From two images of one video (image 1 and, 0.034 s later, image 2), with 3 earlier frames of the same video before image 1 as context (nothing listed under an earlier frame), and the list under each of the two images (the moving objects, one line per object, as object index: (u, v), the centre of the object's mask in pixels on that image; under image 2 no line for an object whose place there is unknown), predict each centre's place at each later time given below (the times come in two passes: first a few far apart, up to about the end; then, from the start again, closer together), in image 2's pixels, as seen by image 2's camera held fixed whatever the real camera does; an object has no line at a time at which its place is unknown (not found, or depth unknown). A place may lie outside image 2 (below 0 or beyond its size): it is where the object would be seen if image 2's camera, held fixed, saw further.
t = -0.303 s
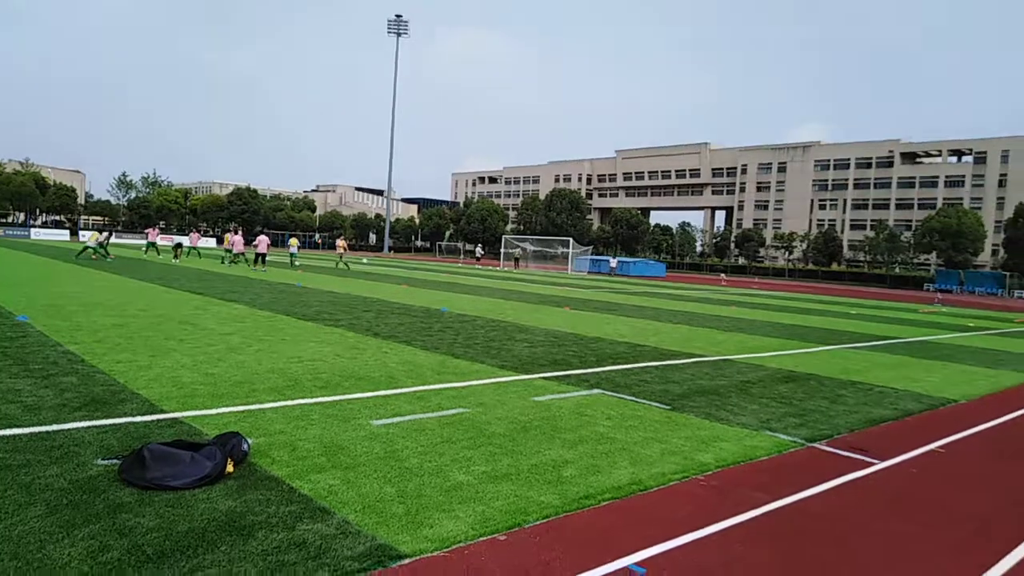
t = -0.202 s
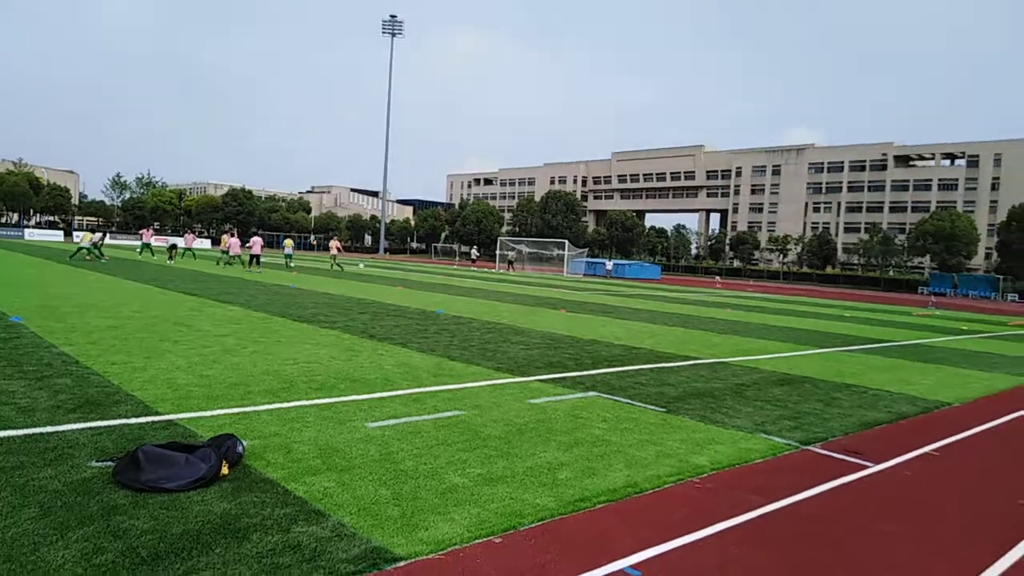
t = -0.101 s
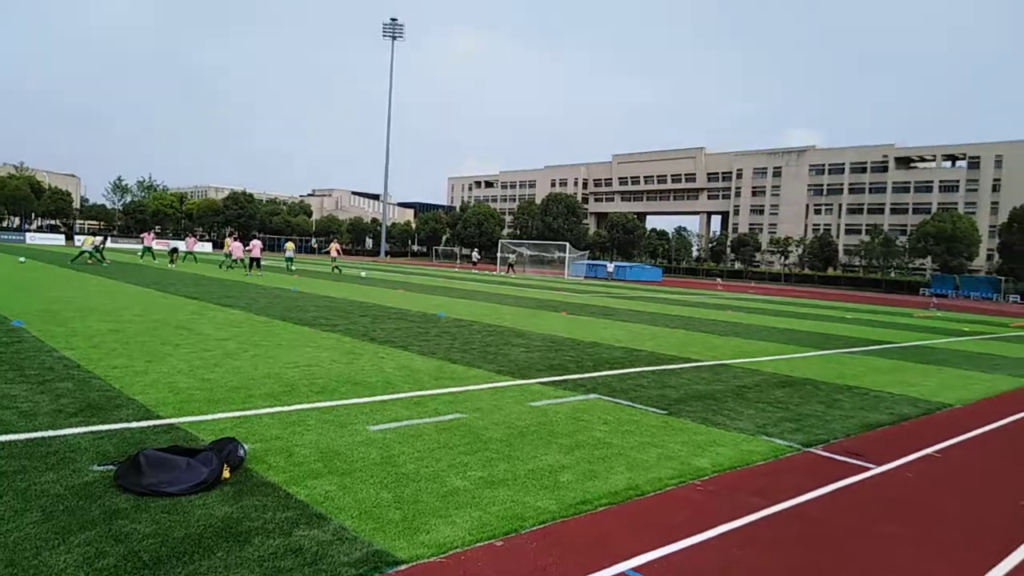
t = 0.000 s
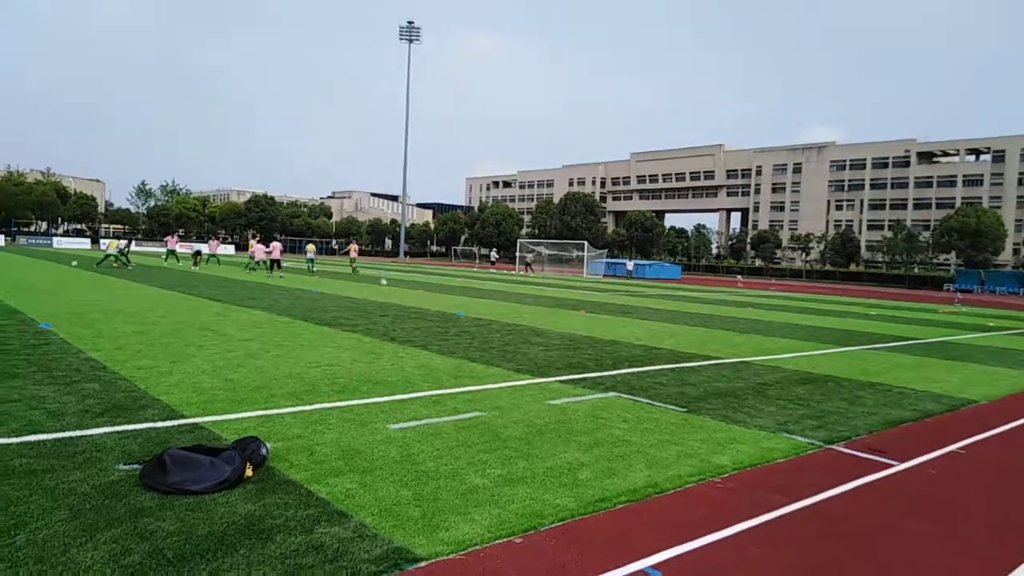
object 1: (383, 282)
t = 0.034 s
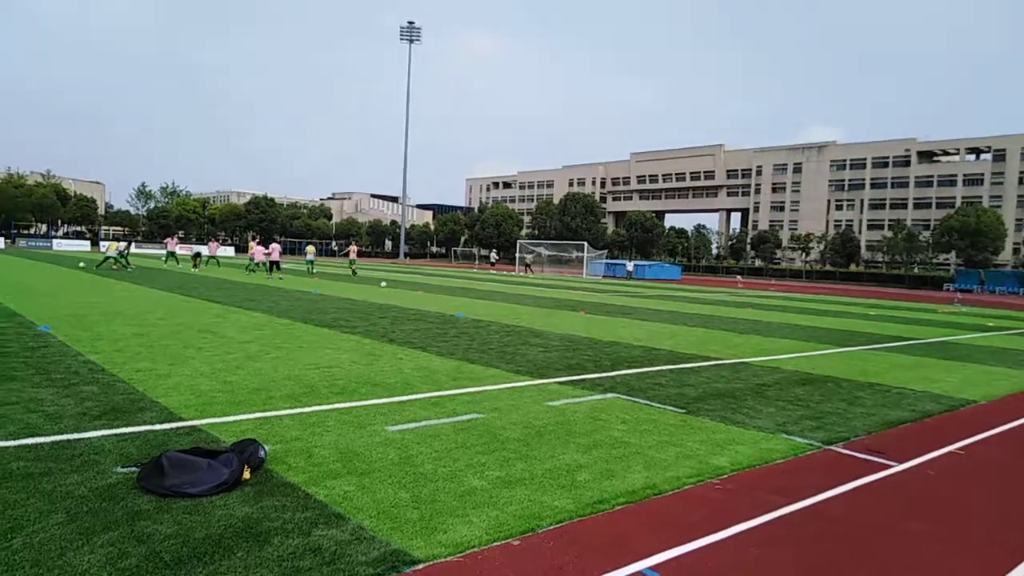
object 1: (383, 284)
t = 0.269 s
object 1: (385, 284)
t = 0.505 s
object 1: (389, 291)
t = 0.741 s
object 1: (395, 298)
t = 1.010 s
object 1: (405, 304)
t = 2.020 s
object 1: (452, 326)
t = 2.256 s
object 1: (466, 333)
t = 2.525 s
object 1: (483, 342)
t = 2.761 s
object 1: (499, 349)
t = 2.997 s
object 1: (516, 358)
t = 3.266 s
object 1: (539, 368)
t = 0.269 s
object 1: (385, 284)
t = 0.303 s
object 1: (386, 286)
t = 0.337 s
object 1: (386, 288)
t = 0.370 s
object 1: (387, 291)
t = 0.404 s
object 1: (387, 291)
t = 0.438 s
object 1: (388, 291)
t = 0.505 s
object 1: (389, 291)
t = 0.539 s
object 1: (390, 290)
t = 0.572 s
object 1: (390, 291)
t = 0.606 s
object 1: (391, 292)
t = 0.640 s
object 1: (391, 292)
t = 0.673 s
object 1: (392, 294)
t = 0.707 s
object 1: (394, 298)
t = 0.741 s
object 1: (395, 298)
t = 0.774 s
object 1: (397, 298)
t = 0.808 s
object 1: (398, 298)
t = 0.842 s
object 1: (399, 298)
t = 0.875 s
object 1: (399, 298)
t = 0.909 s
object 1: (400, 299)
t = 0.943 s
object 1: (401, 301)
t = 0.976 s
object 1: (402, 303)
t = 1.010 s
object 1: (405, 304)
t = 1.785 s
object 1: (438, 320)
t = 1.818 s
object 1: (441, 321)
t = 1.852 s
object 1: (443, 322)
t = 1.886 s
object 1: (444, 323)
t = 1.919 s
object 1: (446, 324)
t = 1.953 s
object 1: (448, 324)
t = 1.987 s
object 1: (450, 325)
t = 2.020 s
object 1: (452, 326)
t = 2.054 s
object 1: (454, 327)
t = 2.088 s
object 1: (455, 328)
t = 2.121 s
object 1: (457, 329)
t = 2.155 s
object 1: (459, 330)
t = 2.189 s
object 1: (461, 331)
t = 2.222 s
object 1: (463, 332)
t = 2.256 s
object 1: (466, 333)
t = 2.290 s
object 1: (467, 334)
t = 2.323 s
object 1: (470, 335)
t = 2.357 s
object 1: (472, 337)
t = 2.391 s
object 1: (474, 337)
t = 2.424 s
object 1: (476, 337)
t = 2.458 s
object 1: (478, 339)
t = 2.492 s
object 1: (481, 340)
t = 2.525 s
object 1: (483, 342)
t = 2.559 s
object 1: (485, 343)
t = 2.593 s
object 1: (487, 344)
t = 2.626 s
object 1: (489, 345)
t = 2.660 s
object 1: (491, 346)
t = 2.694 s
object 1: (494, 347)
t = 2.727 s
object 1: (496, 348)
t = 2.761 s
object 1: (499, 349)
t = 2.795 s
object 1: (501, 350)
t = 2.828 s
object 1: (503, 352)
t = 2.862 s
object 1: (506, 352)
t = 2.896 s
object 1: (508, 354)
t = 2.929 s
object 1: (512, 356)
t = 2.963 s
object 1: (514, 357)
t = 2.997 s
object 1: (516, 358)
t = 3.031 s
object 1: (519, 359)
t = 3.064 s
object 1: (522, 360)
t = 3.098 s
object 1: (525, 362)
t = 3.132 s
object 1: (528, 363)
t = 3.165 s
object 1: (530, 365)
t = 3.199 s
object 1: (533, 366)
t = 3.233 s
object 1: (535, 367)
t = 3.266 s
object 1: (539, 368)
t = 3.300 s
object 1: (541, 370)
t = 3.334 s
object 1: (544, 371)
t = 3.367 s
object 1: (547, 373)
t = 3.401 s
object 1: (550, 374)
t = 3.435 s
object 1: (553, 375)
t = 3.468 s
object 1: (556, 376)
